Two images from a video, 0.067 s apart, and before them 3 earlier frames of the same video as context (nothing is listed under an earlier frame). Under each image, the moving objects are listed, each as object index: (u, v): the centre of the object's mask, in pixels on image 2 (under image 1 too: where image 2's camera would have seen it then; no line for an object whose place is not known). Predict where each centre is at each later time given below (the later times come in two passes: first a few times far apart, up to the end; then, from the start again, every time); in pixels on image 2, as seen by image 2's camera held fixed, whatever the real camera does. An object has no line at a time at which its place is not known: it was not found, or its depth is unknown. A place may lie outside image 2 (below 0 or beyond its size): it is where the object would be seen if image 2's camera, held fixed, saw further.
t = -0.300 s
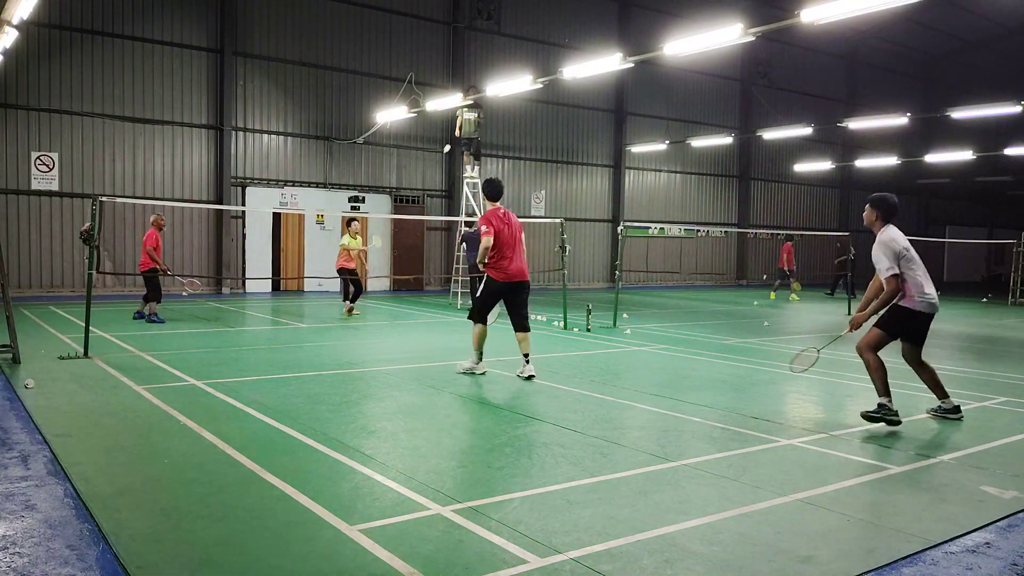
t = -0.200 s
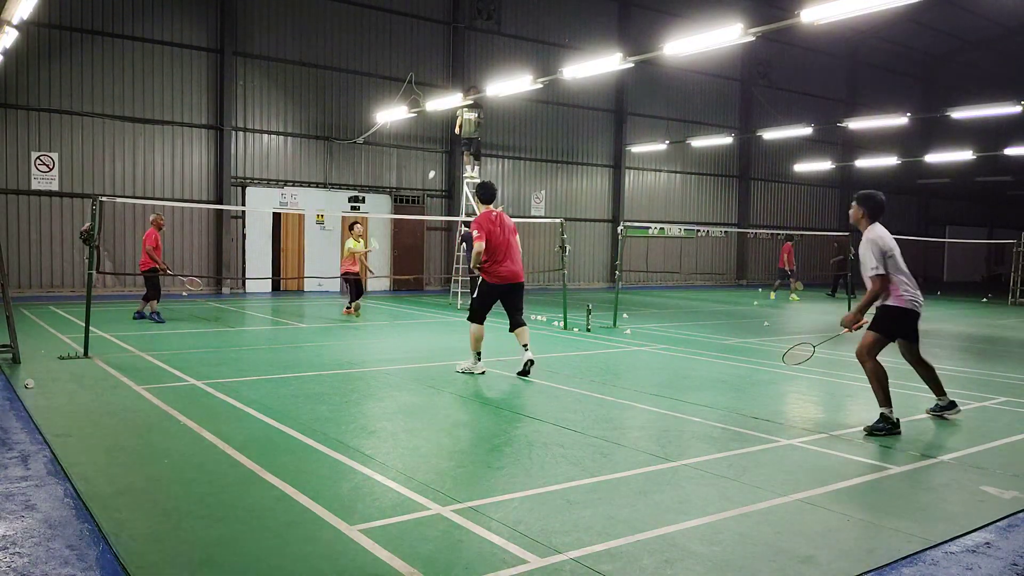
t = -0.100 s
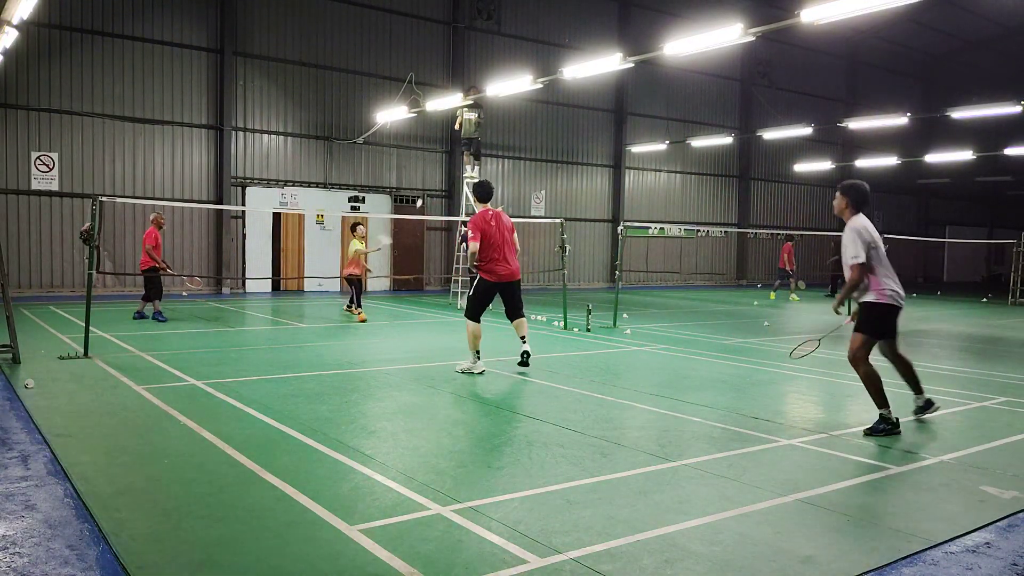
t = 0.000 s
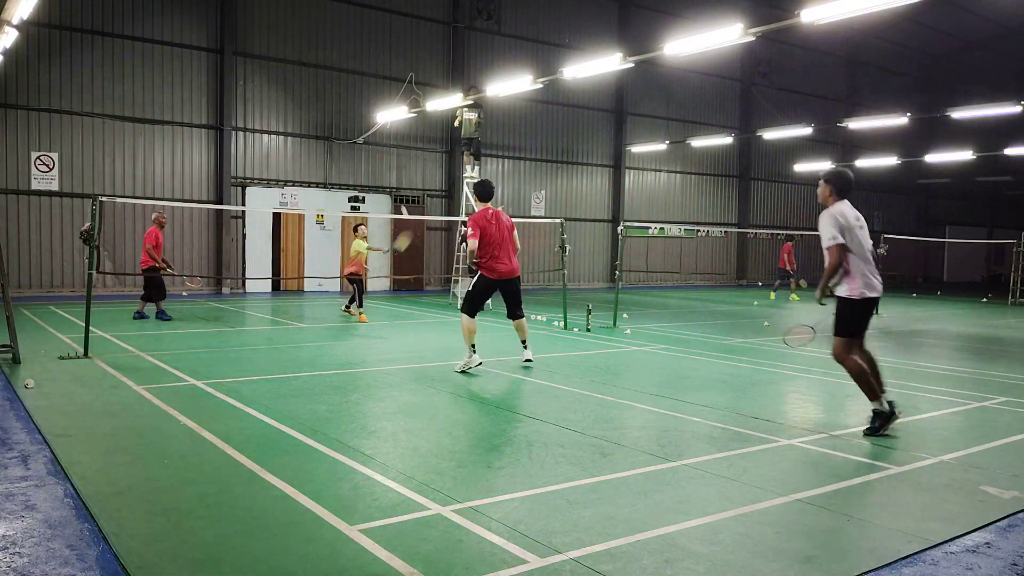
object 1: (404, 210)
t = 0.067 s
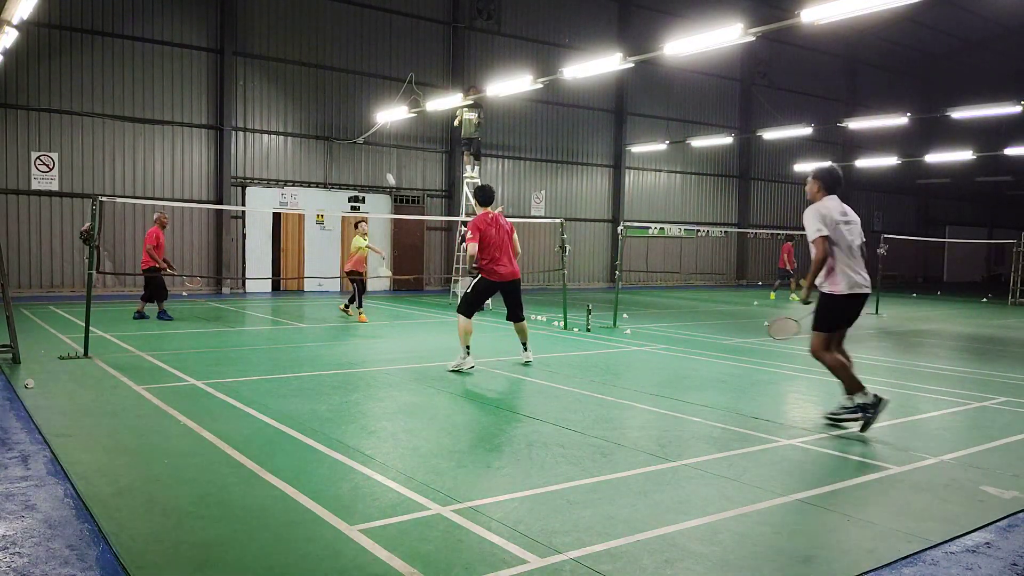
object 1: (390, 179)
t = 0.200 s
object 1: (362, 128)
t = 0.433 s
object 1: (312, 77)
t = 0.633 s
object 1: (264, 85)
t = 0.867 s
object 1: (196, 185)
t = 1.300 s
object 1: (91, 484)
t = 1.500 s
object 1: (97, 487)
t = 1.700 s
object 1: (108, 526)
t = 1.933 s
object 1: (127, 527)
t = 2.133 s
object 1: (140, 525)
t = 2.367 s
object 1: (148, 527)
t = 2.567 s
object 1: (151, 529)
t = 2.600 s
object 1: (151, 529)
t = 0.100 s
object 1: (383, 164)
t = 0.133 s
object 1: (376, 151)
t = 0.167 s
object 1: (369, 140)
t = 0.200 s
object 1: (362, 128)
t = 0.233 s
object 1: (355, 117)
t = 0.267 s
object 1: (348, 107)
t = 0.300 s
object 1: (341, 99)
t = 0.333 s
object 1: (334, 92)
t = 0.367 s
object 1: (327, 86)
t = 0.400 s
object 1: (320, 81)
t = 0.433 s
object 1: (312, 77)
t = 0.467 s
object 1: (305, 74)
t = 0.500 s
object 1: (297, 74)
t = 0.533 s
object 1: (289, 74)
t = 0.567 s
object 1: (280, 76)
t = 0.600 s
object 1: (272, 80)
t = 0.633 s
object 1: (264, 85)
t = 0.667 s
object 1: (255, 93)
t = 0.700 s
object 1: (246, 103)
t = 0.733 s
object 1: (236, 114)
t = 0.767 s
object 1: (227, 128)
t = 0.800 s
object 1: (217, 144)
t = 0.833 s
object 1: (207, 163)
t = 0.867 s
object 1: (196, 185)
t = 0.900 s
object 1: (186, 208)
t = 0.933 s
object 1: (175, 235)
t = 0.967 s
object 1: (164, 264)
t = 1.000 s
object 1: (152, 298)
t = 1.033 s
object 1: (141, 333)
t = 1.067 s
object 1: (129, 372)
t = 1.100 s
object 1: (118, 412)
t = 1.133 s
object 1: (106, 458)
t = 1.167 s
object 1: (92, 508)
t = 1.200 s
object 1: (89, 517)
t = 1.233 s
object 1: (89, 501)
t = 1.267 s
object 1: (89, 491)
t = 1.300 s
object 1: (91, 484)
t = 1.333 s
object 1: (93, 479)
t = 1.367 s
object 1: (95, 477)
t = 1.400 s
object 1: (97, 477)
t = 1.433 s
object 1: (97, 479)
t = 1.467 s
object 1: (97, 482)
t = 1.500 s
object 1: (97, 487)
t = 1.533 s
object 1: (98, 496)
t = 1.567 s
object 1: (99, 504)
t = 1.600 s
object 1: (97, 517)
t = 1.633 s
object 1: (98, 527)
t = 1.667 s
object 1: (105, 523)
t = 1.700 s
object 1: (108, 526)
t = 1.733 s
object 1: (112, 524)
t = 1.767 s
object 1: (116, 525)
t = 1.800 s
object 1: (119, 525)
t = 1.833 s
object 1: (122, 523)
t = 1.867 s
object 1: (124, 523)
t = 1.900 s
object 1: (126, 523)
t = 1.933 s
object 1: (127, 527)
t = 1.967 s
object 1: (129, 524)
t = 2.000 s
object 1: (131, 524)
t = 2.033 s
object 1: (134, 525)
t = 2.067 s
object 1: (137, 525)
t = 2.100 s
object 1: (139, 525)
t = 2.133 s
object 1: (140, 525)
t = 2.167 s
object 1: (142, 526)
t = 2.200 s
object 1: (144, 526)
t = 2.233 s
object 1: (145, 526)
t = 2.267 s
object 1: (146, 527)
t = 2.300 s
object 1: (147, 527)
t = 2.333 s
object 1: (148, 527)
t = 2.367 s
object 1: (148, 527)
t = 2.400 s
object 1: (149, 528)
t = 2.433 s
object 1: (150, 528)
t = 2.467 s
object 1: (150, 528)
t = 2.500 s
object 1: (150, 528)
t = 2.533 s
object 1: (151, 528)
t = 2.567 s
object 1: (151, 529)
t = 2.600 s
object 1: (151, 529)
